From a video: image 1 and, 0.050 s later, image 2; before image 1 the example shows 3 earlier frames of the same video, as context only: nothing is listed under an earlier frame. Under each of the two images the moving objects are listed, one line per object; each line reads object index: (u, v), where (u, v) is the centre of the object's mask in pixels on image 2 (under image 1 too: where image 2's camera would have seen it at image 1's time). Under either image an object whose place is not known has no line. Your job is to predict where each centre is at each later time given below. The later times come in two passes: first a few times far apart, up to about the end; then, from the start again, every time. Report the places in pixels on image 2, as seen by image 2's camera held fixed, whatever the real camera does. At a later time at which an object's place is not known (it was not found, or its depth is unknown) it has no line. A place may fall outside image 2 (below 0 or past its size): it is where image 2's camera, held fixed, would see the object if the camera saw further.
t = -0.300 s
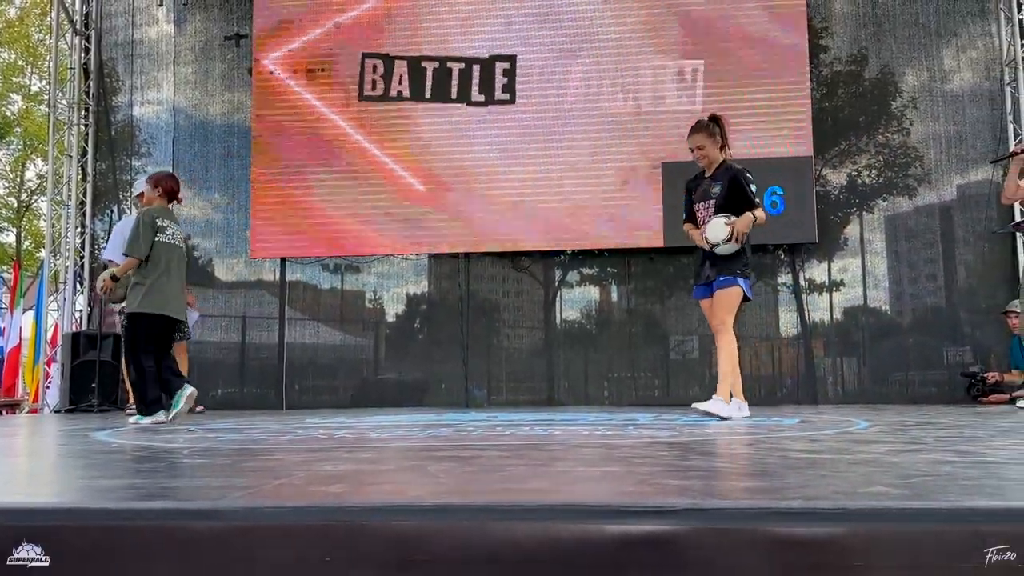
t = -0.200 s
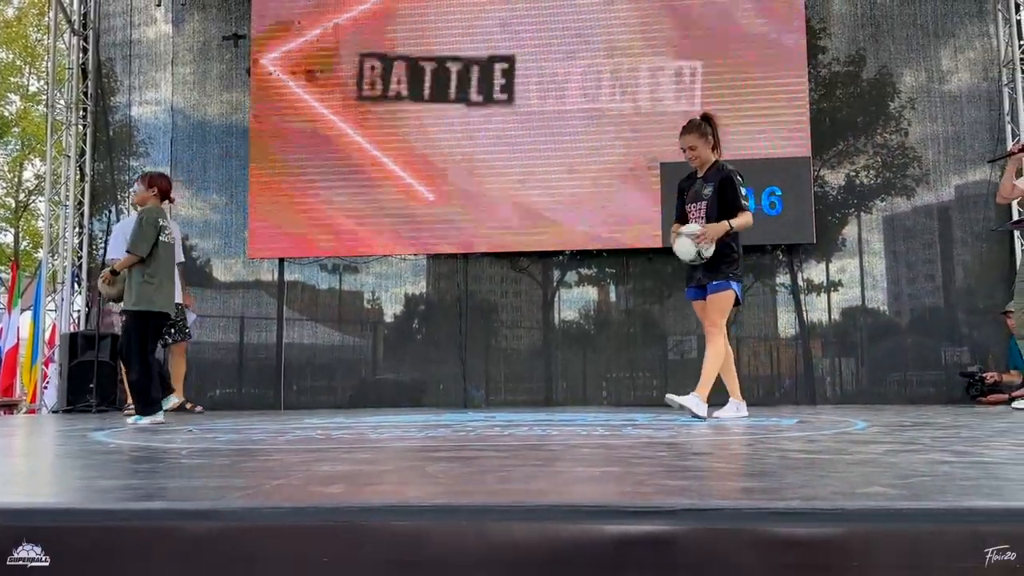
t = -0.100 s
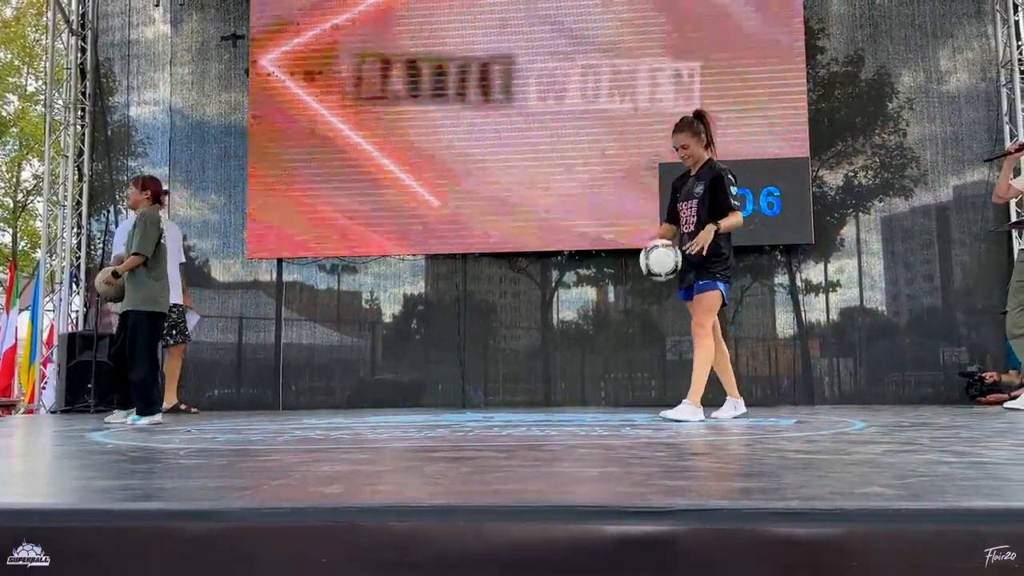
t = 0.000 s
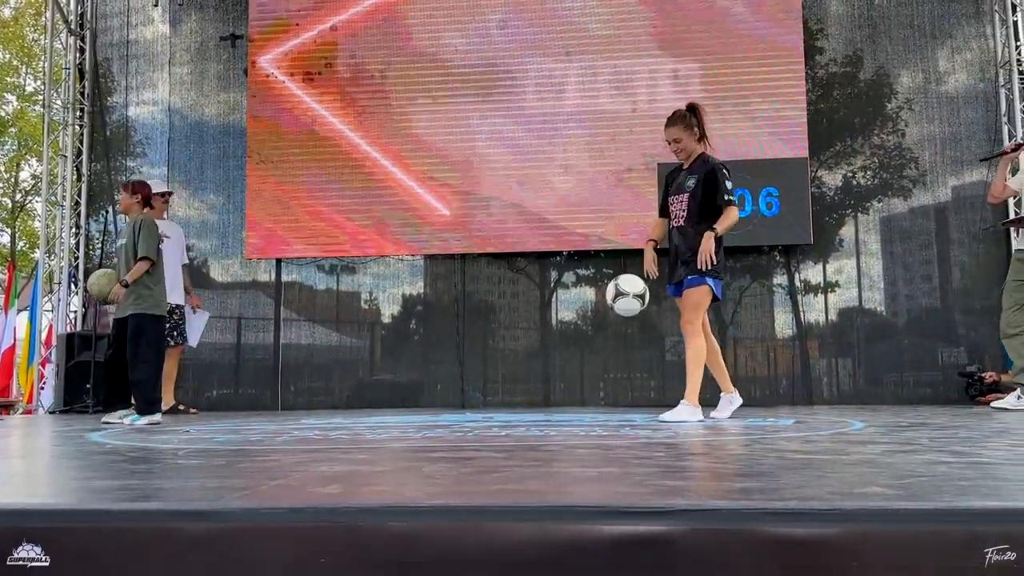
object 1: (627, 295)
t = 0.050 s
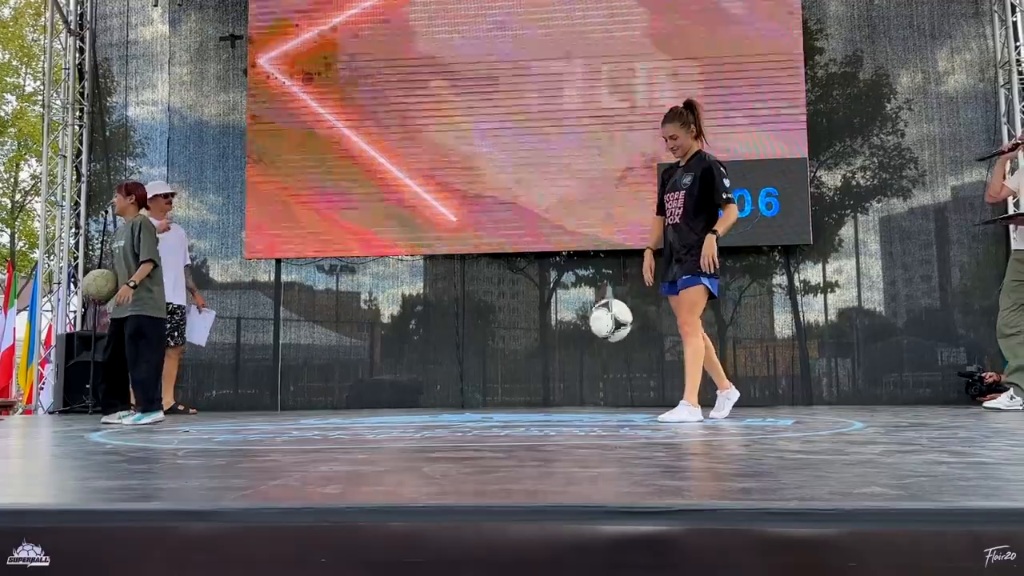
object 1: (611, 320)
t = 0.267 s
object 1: (563, 361)
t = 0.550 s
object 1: (546, 321)
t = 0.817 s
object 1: (531, 392)
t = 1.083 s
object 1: (511, 363)
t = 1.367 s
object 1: (488, 378)
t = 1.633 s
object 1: (468, 391)
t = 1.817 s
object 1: (456, 404)
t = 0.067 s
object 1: (605, 330)
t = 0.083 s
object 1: (600, 340)
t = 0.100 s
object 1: (594, 351)
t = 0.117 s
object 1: (588, 362)
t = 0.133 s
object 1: (583, 374)
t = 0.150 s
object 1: (577, 387)
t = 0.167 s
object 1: (571, 399)
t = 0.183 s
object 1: (568, 402)
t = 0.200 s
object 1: (567, 393)
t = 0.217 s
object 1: (566, 385)
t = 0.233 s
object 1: (565, 376)
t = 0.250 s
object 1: (564, 368)
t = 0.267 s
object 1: (563, 361)
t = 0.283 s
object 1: (562, 354)
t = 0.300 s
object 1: (561, 348)
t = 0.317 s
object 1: (560, 342)
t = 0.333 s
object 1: (559, 337)
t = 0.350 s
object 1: (558, 333)
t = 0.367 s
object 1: (557, 329)
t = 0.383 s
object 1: (556, 325)
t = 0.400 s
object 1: (555, 322)
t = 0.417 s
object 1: (554, 320)
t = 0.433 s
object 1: (553, 318)
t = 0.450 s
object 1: (552, 317)
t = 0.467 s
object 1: (551, 316)
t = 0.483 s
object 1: (550, 316)
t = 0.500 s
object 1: (549, 316)
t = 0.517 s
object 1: (548, 317)
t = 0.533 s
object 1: (547, 319)
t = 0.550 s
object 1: (546, 321)
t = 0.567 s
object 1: (545, 323)
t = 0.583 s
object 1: (545, 326)
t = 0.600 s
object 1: (544, 330)
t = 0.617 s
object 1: (543, 334)
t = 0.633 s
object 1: (542, 339)
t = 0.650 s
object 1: (541, 344)
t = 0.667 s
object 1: (540, 350)
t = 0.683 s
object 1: (539, 357)
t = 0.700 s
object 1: (539, 364)
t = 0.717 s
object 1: (538, 372)
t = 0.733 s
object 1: (537, 380)
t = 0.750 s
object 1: (536, 389)
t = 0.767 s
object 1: (535, 398)
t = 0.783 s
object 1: (534, 405)
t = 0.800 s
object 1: (533, 398)
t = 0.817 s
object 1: (531, 392)
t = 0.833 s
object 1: (530, 386)
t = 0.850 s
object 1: (529, 380)
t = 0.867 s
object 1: (527, 375)
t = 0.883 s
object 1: (526, 371)
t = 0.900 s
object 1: (525, 367)
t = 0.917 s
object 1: (524, 364)
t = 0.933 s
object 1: (522, 361)
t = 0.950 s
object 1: (521, 359)
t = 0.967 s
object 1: (520, 357)
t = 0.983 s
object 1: (518, 357)
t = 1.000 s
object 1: (517, 356)
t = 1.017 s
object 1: (516, 356)
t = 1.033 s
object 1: (515, 357)
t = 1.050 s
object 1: (513, 358)
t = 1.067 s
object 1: (512, 360)
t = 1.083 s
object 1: (511, 363)
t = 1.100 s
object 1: (510, 366)
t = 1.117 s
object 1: (508, 370)
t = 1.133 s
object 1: (507, 374)
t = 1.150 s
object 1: (506, 378)
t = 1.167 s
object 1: (505, 384)
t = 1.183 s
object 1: (503, 389)
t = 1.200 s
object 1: (502, 396)
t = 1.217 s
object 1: (501, 403)
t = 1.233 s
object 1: (500, 403)
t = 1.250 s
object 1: (498, 397)
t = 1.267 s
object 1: (497, 393)
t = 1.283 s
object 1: (495, 389)
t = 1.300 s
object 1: (494, 386)
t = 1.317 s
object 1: (492, 383)
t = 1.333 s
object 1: (491, 381)
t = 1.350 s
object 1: (490, 379)
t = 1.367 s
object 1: (488, 378)
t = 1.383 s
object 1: (487, 377)
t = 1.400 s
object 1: (486, 377)
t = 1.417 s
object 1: (484, 377)
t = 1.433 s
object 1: (483, 379)
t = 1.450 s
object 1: (482, 380)
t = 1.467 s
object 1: (480, 382)
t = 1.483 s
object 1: (479, 385)
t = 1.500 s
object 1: (477, 389)
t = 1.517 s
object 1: (476, 392)
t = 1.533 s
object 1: (475, 397)
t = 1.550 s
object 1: (474, 402)
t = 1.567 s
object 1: (472, 404)
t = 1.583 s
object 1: (471, 400)
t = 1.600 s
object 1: (470, 396)
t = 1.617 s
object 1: (469, 394)
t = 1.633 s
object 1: (468, 391)
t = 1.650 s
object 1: (466, 389)
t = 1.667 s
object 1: (465, 389)
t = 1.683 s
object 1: (465, 388)
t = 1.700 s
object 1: (464, 388)
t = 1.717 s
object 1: (462, 389)
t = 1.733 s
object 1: (462, 389)
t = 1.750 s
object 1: (460, 391)
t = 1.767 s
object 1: (459, 394)
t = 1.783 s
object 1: (458, 397)
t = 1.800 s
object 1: (457, 400)
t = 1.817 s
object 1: (456, 404)
